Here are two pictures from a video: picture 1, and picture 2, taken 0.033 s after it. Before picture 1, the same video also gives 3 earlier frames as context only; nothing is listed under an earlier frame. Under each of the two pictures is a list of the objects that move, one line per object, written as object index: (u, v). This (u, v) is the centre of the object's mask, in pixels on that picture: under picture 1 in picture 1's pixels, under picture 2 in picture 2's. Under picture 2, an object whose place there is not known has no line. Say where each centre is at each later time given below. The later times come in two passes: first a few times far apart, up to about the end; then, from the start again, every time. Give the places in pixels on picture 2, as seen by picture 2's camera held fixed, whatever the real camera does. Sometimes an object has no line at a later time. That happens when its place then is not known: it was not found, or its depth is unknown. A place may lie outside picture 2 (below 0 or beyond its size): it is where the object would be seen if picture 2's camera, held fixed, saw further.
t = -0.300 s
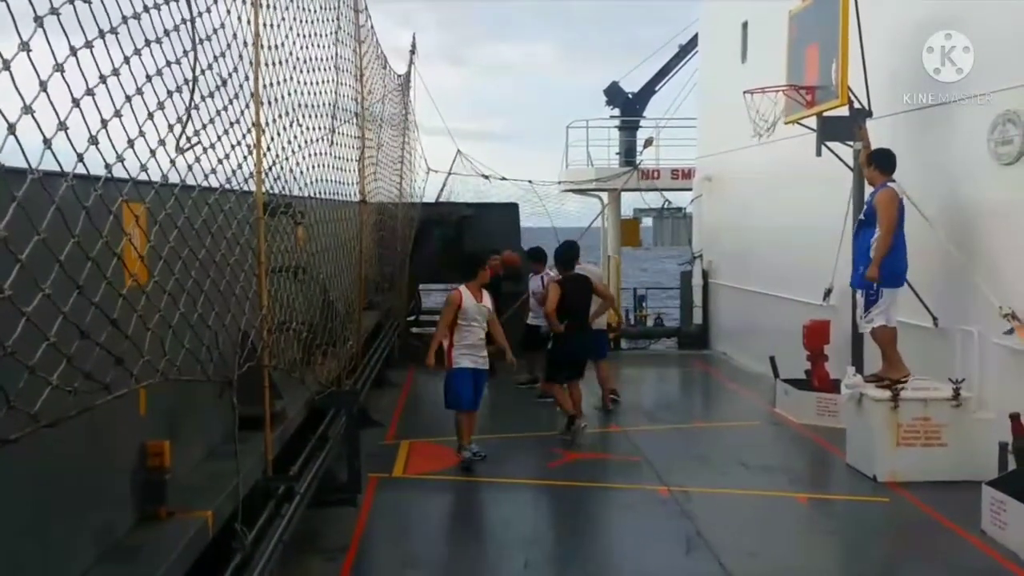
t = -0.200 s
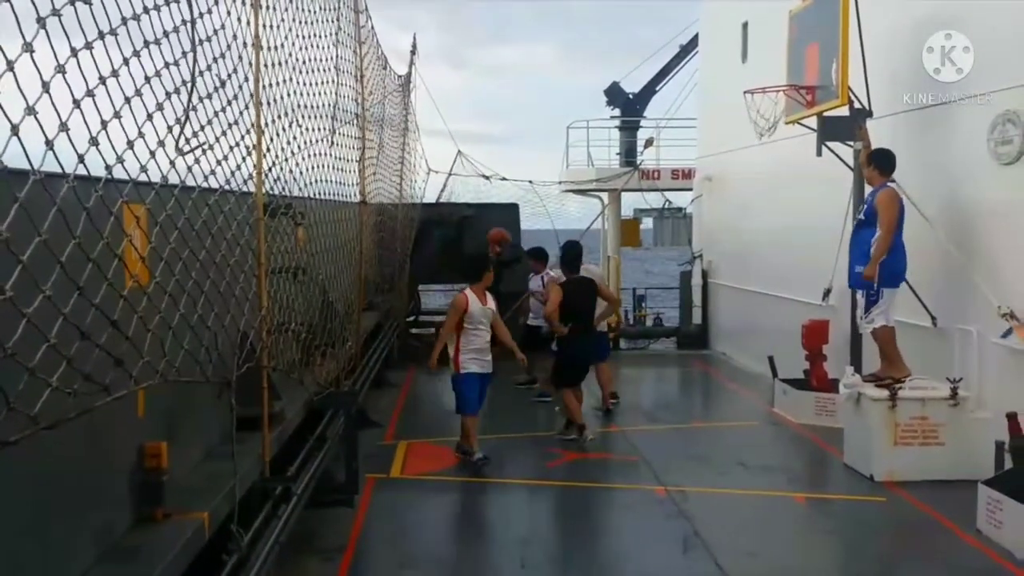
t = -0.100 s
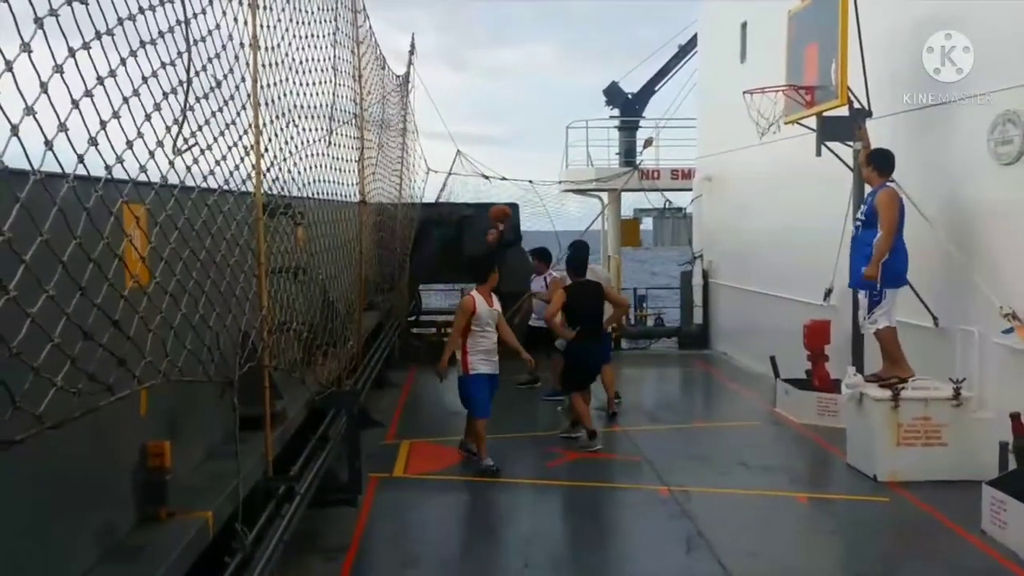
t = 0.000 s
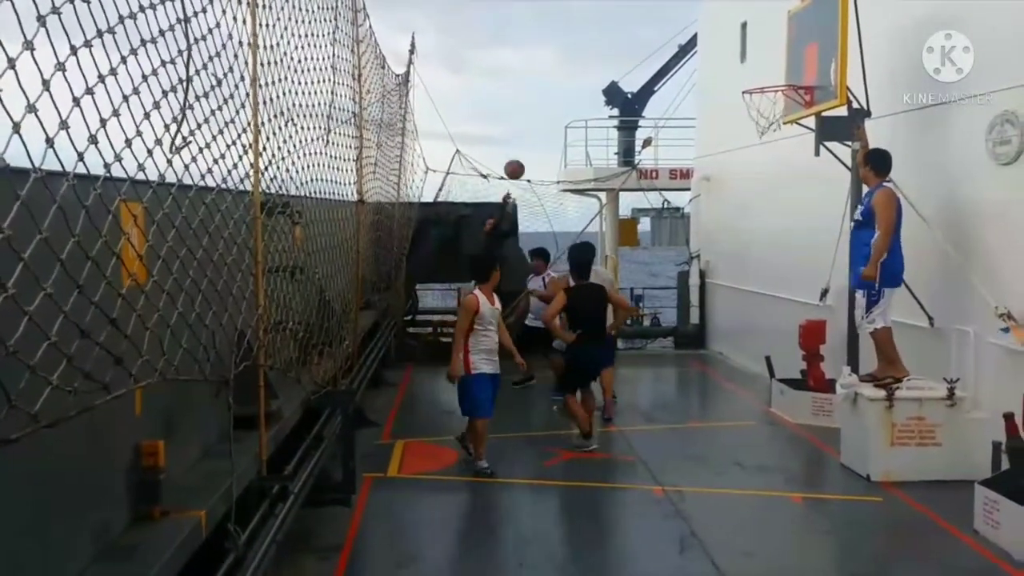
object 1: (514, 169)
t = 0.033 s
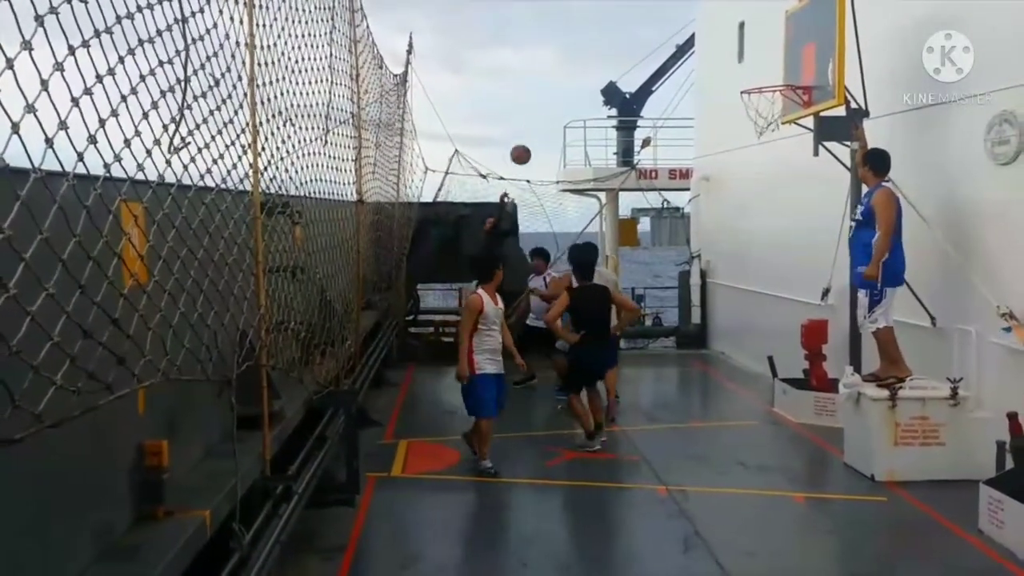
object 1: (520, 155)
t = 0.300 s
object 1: (584, 60)
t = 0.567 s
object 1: (657, 20)
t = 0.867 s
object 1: (757, 68)
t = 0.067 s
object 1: (527, 140)
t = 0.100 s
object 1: (535, 127)
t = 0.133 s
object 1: (543, 114)
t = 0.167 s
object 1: (551, 102)
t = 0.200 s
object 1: (559, 90)
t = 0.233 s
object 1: (567, 80)
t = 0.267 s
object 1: (576, 70)
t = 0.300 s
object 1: (584, 60)
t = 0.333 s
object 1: (593, 52)
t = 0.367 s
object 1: (601, 44)
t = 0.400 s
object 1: (611, 38)
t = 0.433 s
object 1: (619, 32)
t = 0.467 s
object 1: (629, 28)
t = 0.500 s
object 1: (638, 24)
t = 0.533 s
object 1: (648, 21)
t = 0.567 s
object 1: (657, 20)
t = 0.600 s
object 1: (668, 20)
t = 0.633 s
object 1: (677, 21)
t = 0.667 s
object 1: (689, 23)
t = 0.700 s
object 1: (699, 27)
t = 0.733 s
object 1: (711, 32)
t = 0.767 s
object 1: (722, 39)
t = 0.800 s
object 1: (734, 48)
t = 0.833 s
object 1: (745, 57)
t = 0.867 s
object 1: (757, 68)
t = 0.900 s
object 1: (770, 81)
